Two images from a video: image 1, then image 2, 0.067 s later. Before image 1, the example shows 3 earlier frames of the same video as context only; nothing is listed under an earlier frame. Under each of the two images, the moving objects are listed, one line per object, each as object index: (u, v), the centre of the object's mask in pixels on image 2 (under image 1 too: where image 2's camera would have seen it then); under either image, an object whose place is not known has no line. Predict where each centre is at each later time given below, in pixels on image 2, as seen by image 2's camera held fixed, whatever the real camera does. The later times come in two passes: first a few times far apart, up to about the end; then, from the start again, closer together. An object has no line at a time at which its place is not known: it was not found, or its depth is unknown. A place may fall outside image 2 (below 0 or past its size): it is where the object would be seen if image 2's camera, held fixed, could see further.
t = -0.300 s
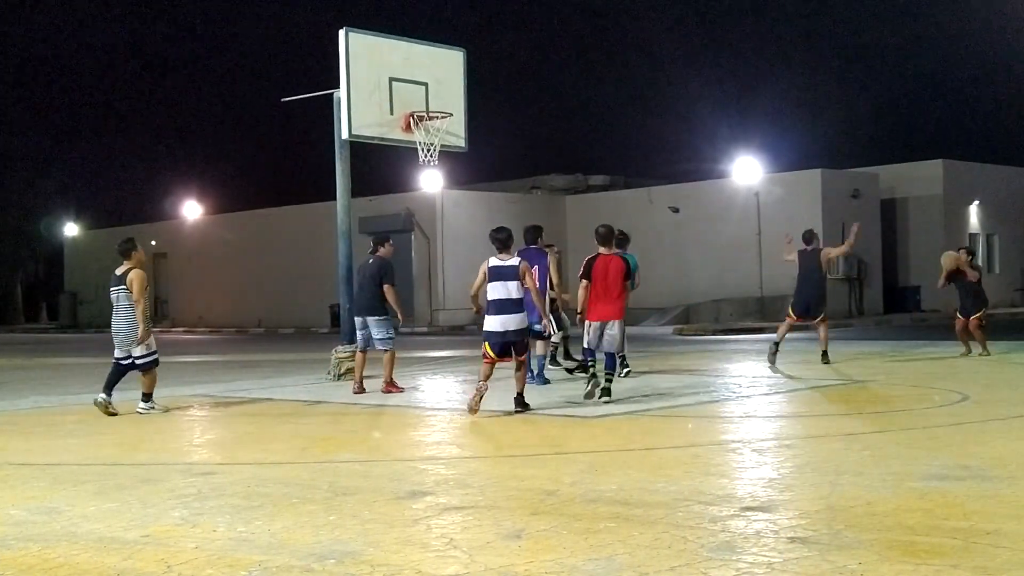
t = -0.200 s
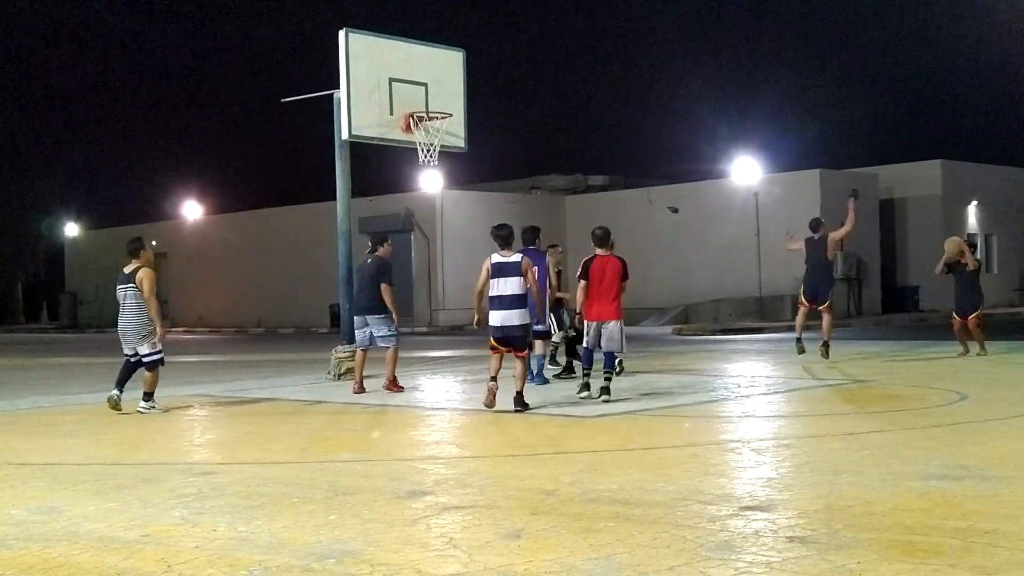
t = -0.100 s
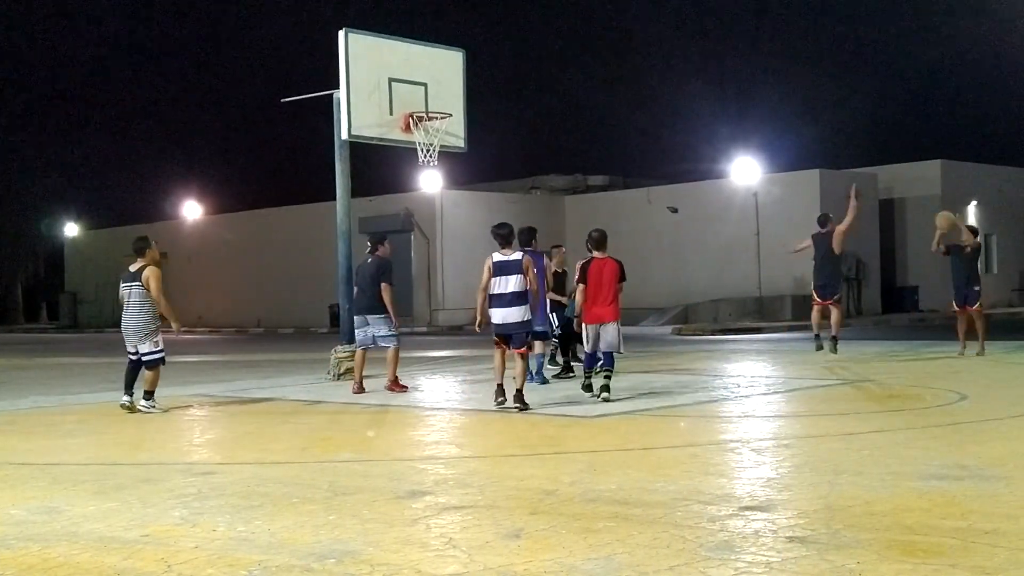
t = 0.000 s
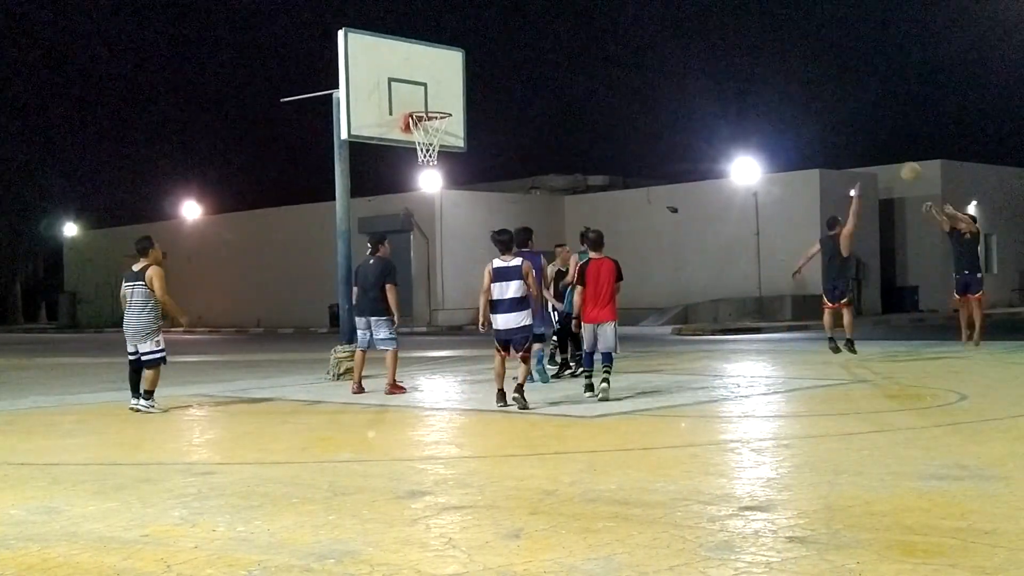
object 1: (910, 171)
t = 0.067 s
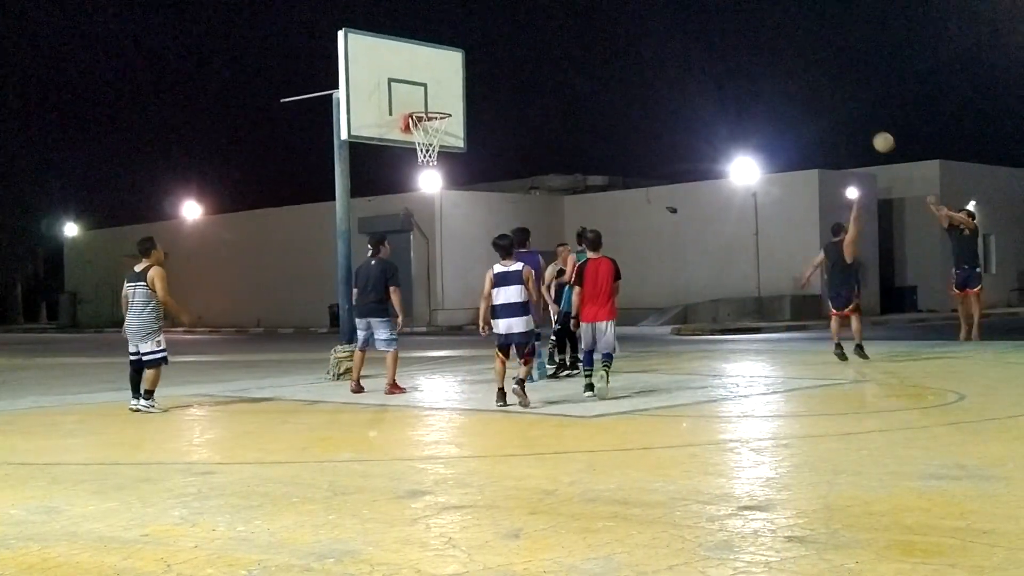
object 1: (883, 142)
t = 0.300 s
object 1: (792, 61)
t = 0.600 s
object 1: (668, 17)
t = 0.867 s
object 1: (553, 36)
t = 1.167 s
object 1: (416, 123)
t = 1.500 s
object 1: (411, 132)
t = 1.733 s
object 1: (430, 185)
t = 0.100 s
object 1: (871, 128)
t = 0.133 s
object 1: (859, 115)
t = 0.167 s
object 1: (845, 103)
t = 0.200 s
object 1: (832, 91)
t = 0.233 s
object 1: (819, 80)
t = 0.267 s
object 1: (806, 71)
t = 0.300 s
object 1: (792, 61)
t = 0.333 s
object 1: (779, 53)
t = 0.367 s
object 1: (765, 46)
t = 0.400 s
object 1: (752, 39)
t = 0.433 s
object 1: (738, 34)
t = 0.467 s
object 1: (724, 28)
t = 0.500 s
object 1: (710, 24)
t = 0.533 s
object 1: (696, 21)
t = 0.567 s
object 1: (683, 18)
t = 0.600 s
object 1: (668, 17)
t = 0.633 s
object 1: (654, 16)
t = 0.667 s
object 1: (640, 16)
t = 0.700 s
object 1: (626, 17)
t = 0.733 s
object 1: (611, 19)
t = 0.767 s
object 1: (597, 22)
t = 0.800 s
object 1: (582, 26)
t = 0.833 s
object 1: (568, 30)
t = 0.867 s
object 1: (553, 36)
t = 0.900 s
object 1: (538, 42)
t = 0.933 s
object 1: (523, 50)
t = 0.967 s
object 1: (508, 59)
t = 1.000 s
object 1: (494, 68)
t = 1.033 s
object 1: (479, 79)
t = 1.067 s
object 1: (465, 91)
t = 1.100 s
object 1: (450, 103)
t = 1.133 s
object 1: (434, 112)
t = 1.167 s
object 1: (416, 123)
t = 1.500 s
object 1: (411, 132)
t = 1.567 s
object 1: (411, 153)
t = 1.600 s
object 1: (412, 156)
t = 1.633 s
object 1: (419, 163)
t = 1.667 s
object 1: (421, 165)
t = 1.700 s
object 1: (426, 175)
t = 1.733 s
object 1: (430, 185)
